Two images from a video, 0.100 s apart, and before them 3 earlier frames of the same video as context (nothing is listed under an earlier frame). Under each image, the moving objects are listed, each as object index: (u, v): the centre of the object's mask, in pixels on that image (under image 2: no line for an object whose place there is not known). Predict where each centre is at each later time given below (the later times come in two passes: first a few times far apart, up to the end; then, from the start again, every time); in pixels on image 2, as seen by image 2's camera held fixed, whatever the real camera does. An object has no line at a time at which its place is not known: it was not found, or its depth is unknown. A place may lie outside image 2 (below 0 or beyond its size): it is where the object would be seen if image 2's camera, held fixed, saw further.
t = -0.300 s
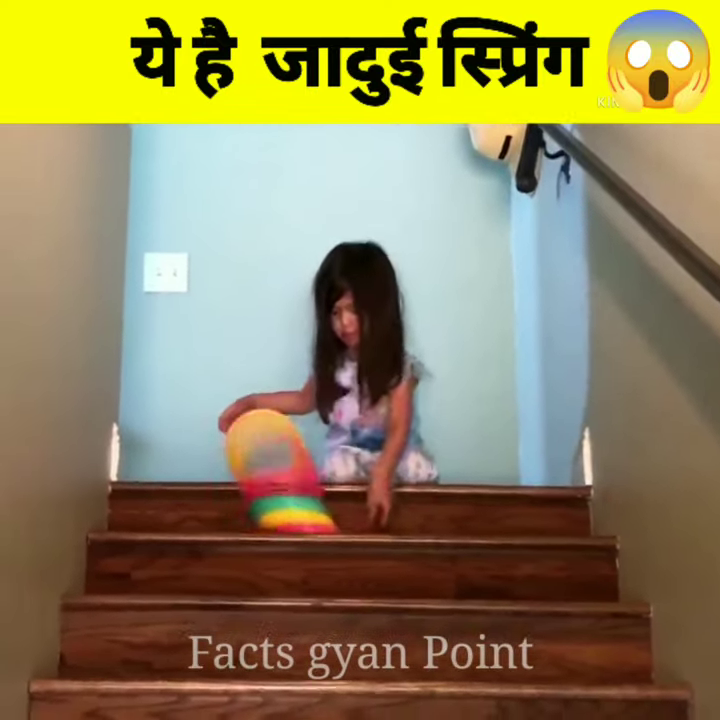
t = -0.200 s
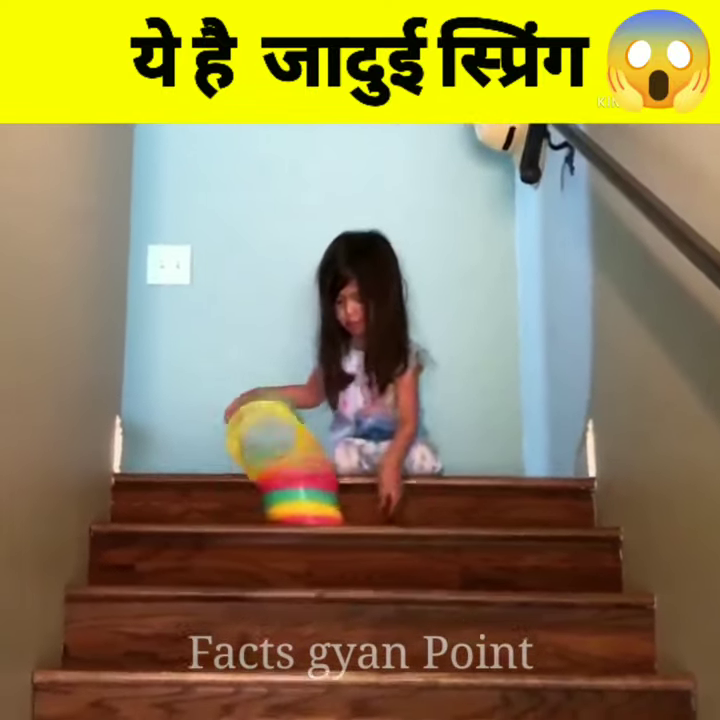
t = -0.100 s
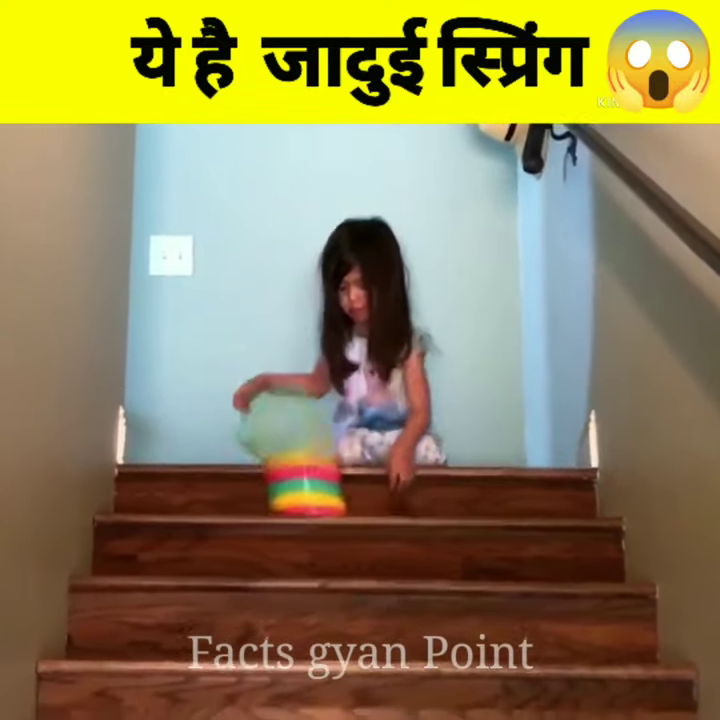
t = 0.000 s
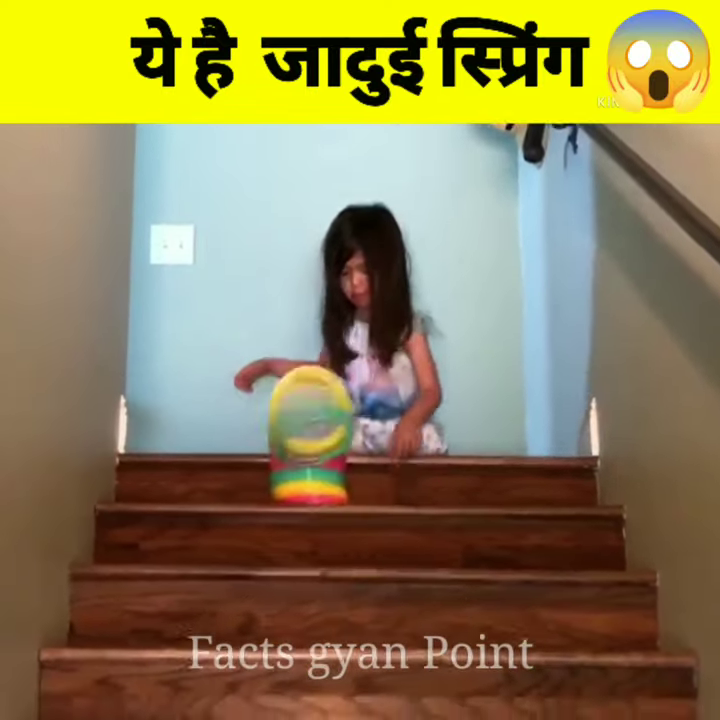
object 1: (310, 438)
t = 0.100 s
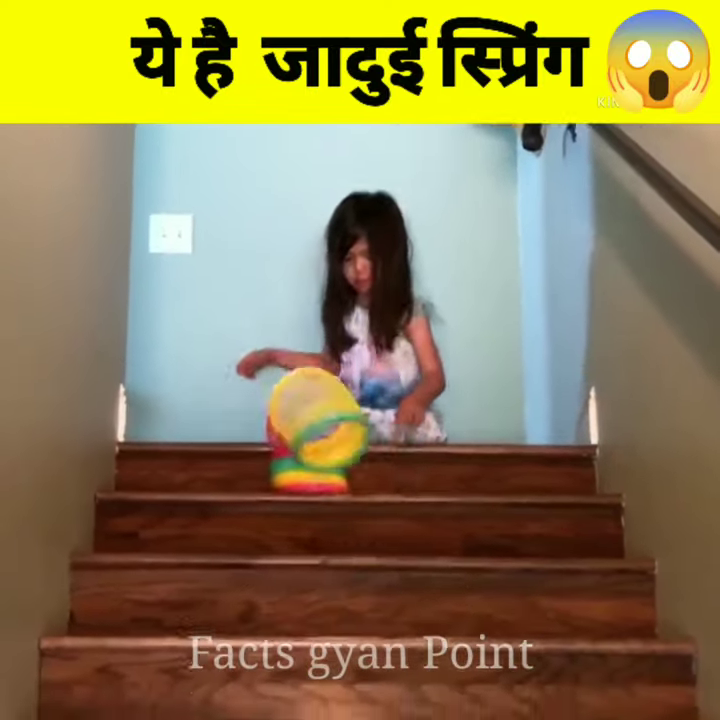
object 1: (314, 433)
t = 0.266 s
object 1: (334, 469)
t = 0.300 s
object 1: (337, 472)
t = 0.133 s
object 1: (316, 436)
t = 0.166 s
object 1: (321, 444)
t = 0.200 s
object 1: (326, 454)
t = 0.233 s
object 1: (331, 465)
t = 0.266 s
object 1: (334, 469)
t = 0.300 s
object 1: (337, 472)
